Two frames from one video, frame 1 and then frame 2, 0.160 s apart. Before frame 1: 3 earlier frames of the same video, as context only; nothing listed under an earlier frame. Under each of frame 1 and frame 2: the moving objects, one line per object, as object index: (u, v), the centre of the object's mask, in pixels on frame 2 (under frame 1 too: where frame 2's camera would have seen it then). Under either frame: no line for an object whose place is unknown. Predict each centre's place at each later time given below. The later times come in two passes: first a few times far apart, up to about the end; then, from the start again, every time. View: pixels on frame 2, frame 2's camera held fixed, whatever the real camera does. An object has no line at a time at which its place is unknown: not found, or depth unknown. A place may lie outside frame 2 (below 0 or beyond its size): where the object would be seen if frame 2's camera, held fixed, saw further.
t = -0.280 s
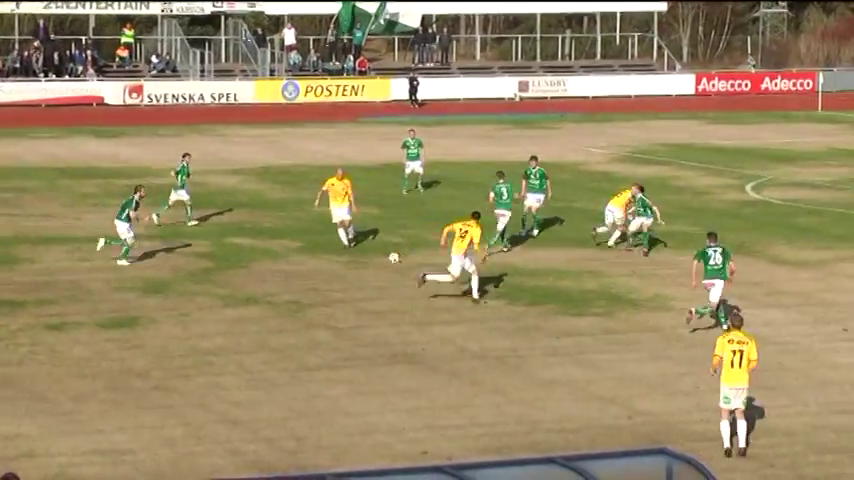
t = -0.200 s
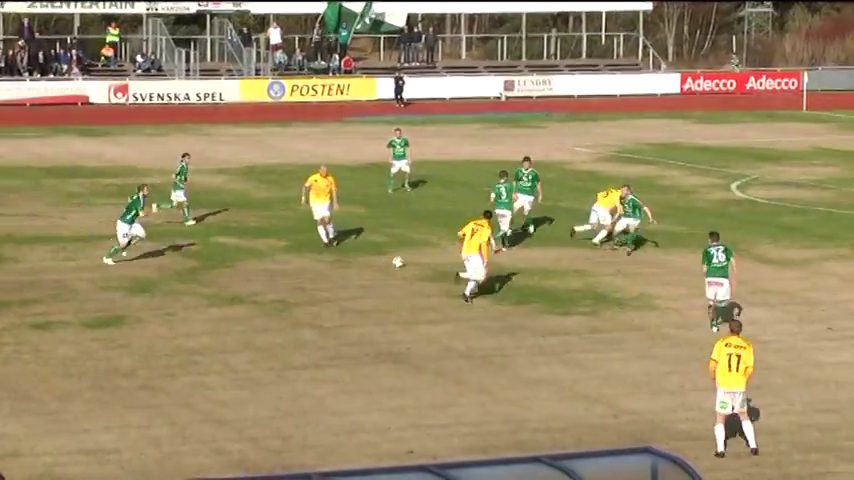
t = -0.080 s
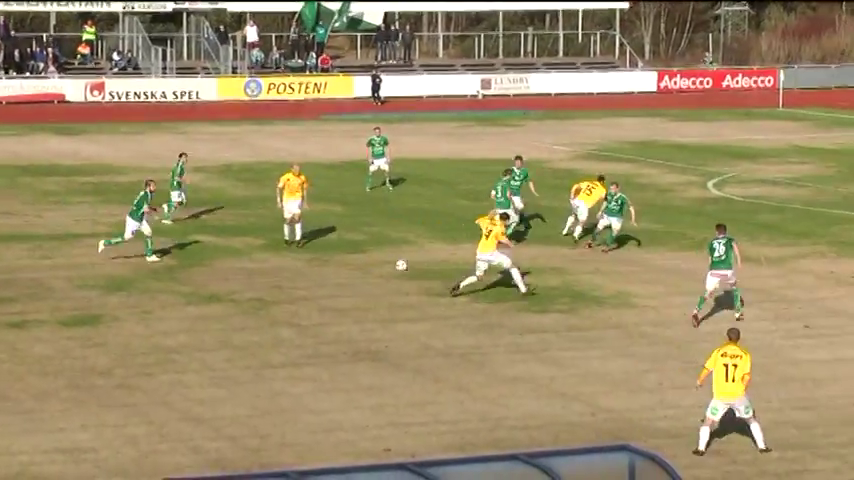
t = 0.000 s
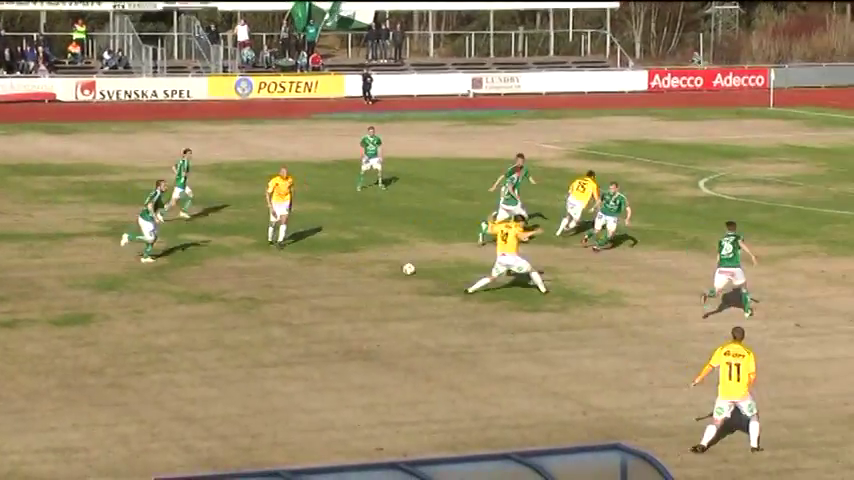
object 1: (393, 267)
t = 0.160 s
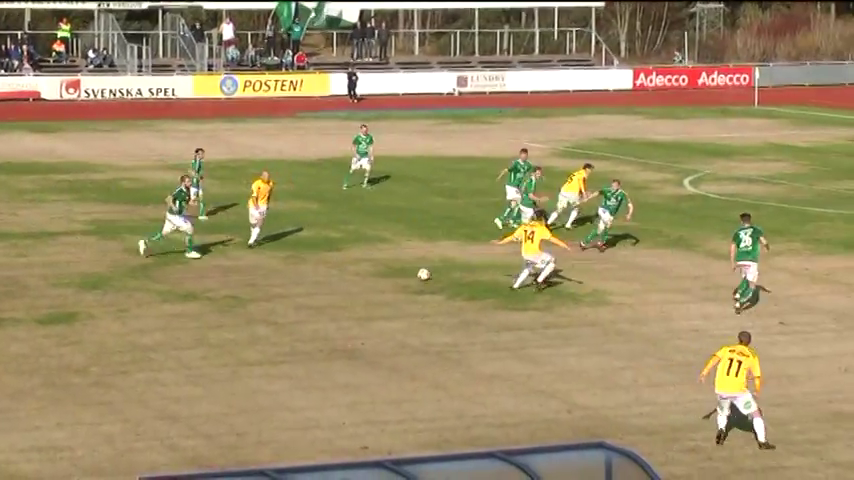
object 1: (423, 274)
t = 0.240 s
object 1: (437, 276)
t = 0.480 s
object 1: (480, 288)
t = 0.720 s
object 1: (524, 302)
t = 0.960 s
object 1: (569, 314)
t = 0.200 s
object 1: (430, 275)
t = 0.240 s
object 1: (437, 276)
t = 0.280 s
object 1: (444, 278)
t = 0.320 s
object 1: (451, 281)
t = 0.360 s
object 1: (458, 283)
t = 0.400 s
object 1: (465, 284)
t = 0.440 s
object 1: (473, 286)
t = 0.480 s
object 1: (480, 288)
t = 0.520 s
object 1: (488, 291)
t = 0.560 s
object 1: (495, 294)
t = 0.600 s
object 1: (502, 294)
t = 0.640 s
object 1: (509, 296)
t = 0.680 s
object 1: (517, 299)
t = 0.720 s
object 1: (524, 302)
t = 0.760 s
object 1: (531, 303)
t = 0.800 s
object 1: (539, 305)
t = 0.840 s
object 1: (546, 308)
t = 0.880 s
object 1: (554, 309)
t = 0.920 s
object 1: (562, 312)
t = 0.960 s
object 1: (569, 314)
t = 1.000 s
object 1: (578, 315)
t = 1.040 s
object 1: (585, 318)
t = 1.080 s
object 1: (593, 320)
